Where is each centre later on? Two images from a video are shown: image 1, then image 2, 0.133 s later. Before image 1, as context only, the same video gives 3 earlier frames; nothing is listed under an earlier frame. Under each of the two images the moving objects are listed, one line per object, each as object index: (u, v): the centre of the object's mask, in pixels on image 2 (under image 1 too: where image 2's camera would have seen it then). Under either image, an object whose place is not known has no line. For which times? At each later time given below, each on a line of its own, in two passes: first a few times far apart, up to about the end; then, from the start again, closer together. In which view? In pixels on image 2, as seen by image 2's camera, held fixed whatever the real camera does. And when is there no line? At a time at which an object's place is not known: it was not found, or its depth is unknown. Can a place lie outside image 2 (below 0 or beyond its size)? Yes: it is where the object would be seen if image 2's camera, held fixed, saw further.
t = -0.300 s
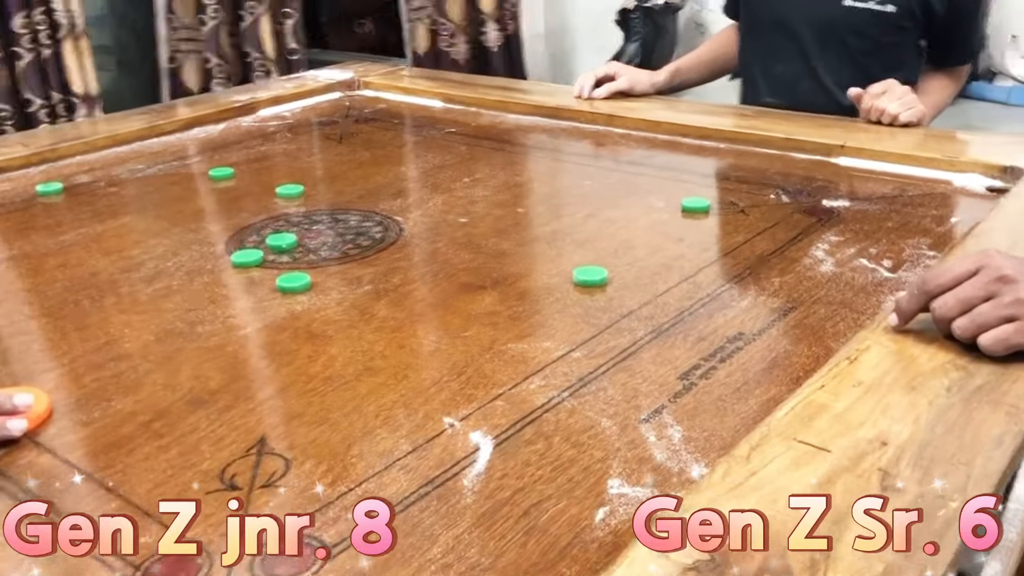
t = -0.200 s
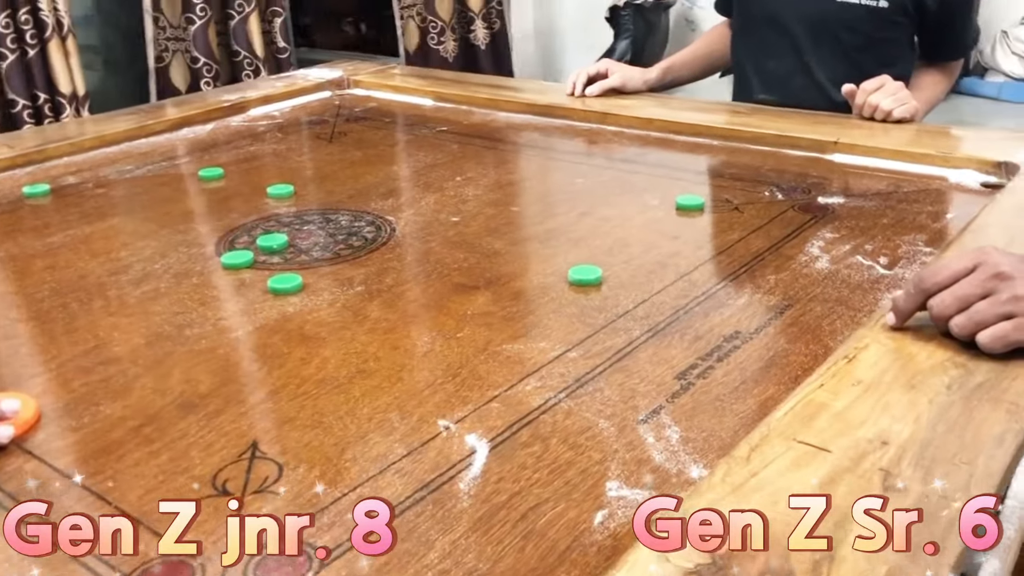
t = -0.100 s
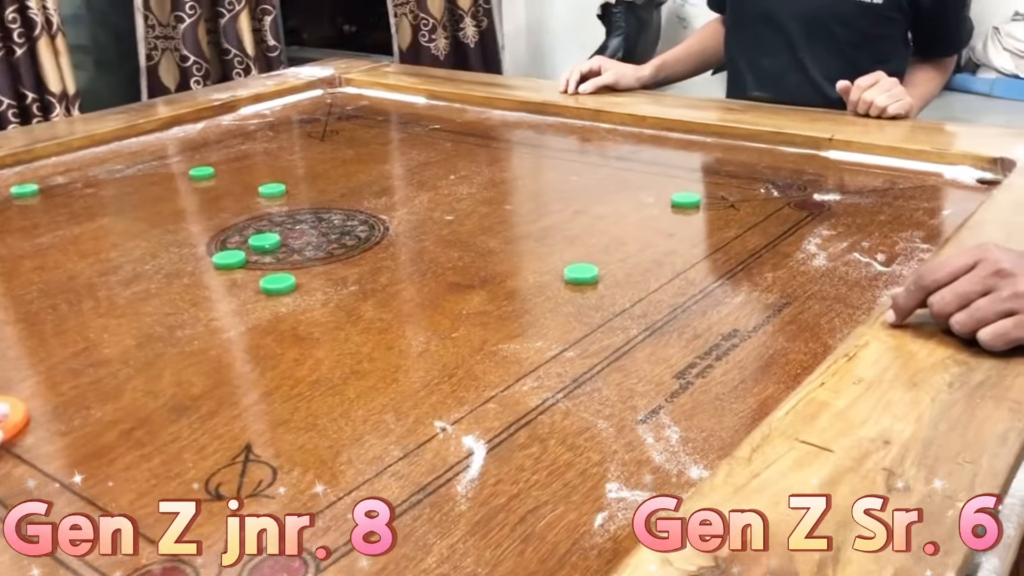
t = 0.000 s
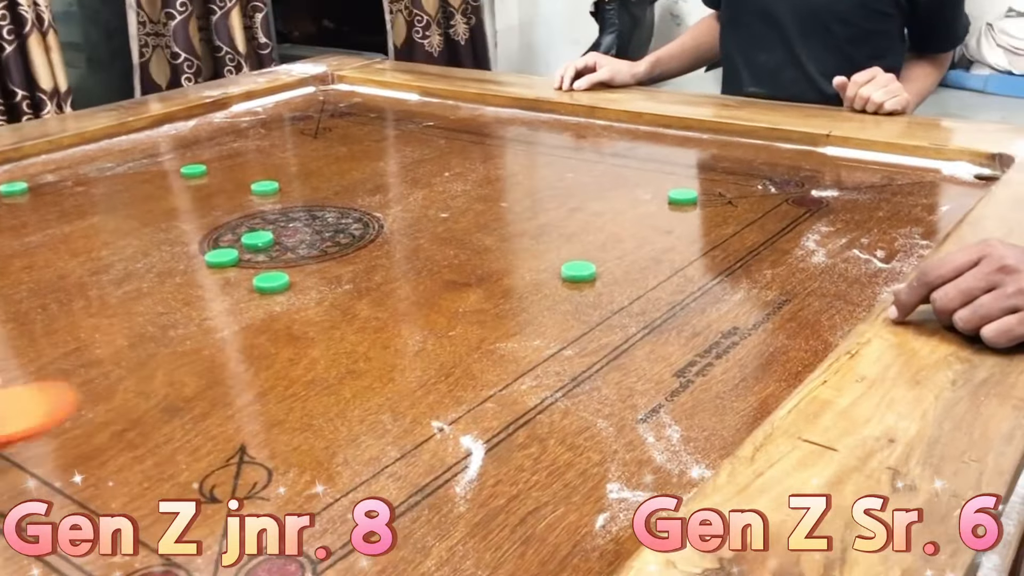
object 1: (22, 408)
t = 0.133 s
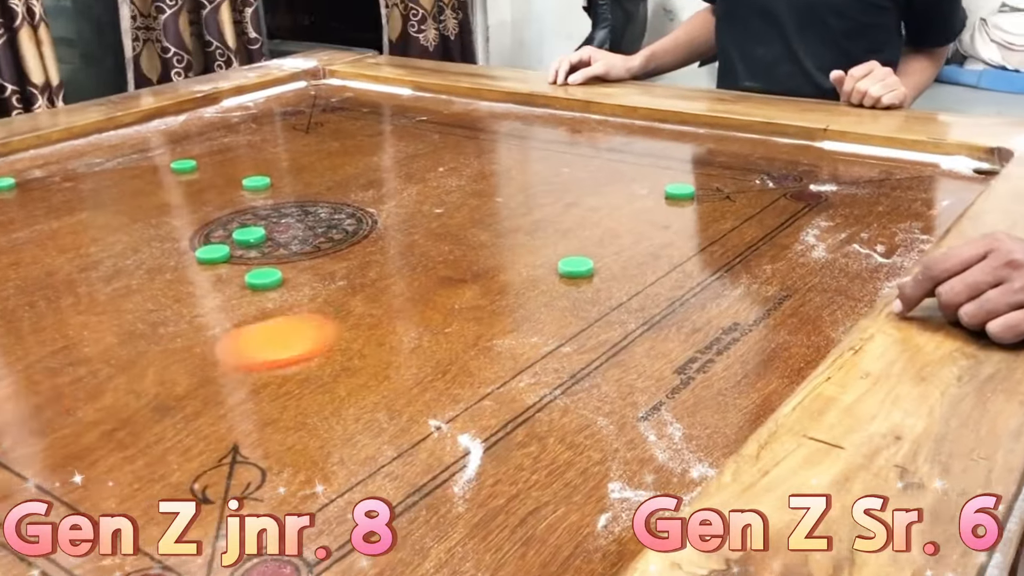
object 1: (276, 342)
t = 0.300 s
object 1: (528, 280)
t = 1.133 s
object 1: (828, 204)
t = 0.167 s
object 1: (336, 328)
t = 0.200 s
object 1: (389, 315)
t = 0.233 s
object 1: (441, 301)
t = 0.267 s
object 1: (487, 289)
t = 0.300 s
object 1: (528, 280)
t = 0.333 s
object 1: (555, 273)
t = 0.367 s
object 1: (580, 266)
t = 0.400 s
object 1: (602, 260)
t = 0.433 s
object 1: (623, 255)
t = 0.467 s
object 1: (642, 250)
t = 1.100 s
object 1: (827, 204)
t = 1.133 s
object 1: (828, 204)
